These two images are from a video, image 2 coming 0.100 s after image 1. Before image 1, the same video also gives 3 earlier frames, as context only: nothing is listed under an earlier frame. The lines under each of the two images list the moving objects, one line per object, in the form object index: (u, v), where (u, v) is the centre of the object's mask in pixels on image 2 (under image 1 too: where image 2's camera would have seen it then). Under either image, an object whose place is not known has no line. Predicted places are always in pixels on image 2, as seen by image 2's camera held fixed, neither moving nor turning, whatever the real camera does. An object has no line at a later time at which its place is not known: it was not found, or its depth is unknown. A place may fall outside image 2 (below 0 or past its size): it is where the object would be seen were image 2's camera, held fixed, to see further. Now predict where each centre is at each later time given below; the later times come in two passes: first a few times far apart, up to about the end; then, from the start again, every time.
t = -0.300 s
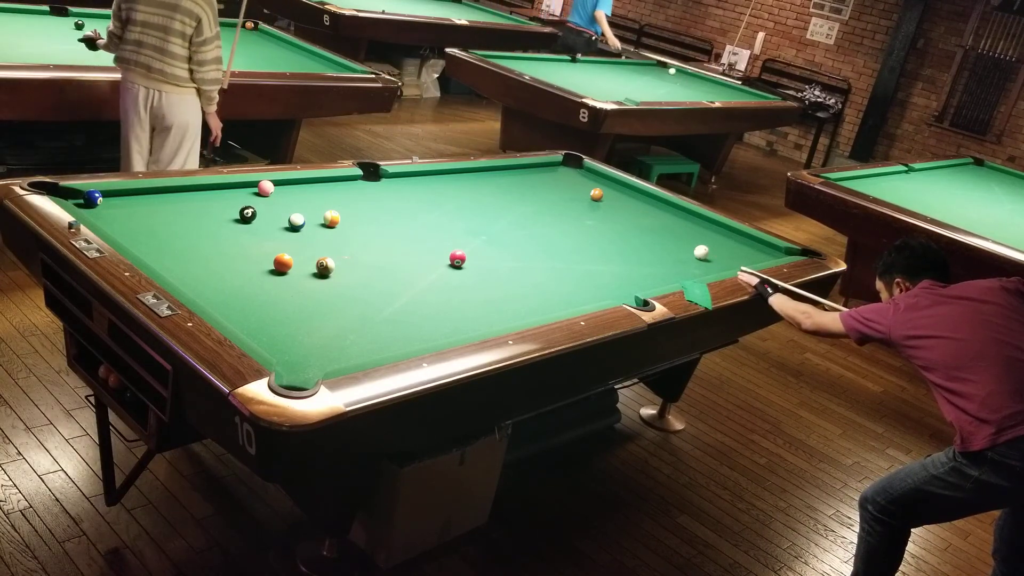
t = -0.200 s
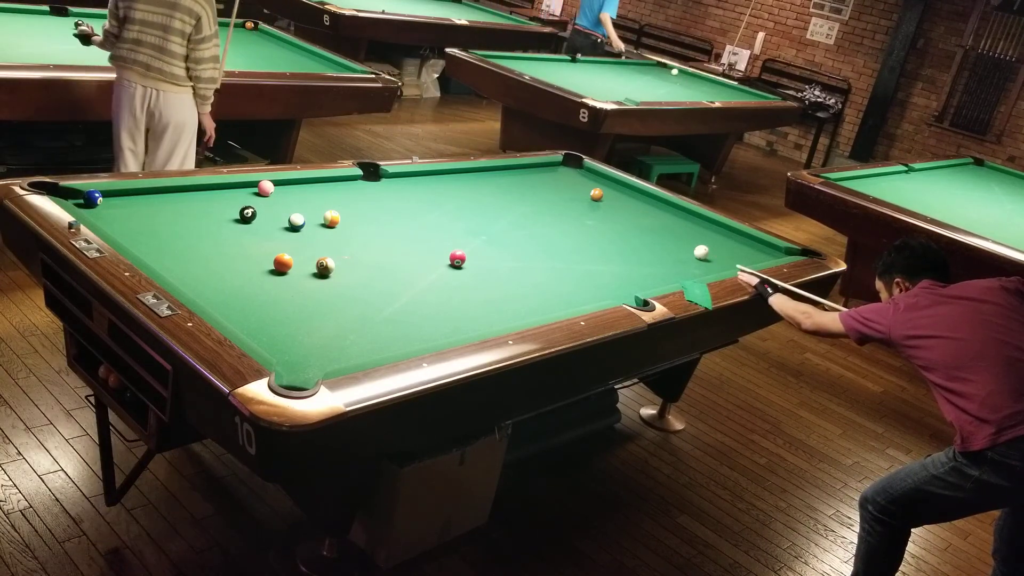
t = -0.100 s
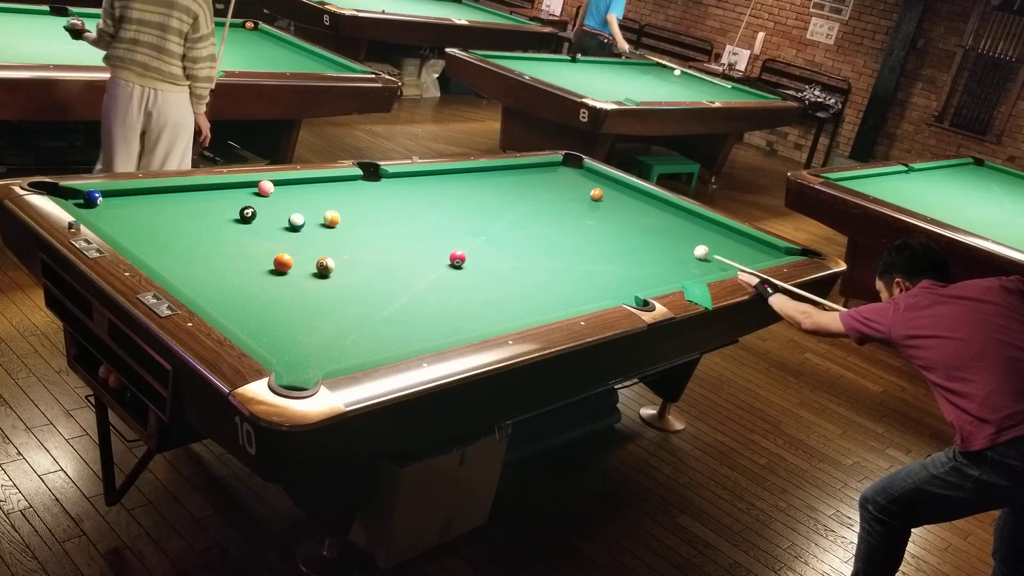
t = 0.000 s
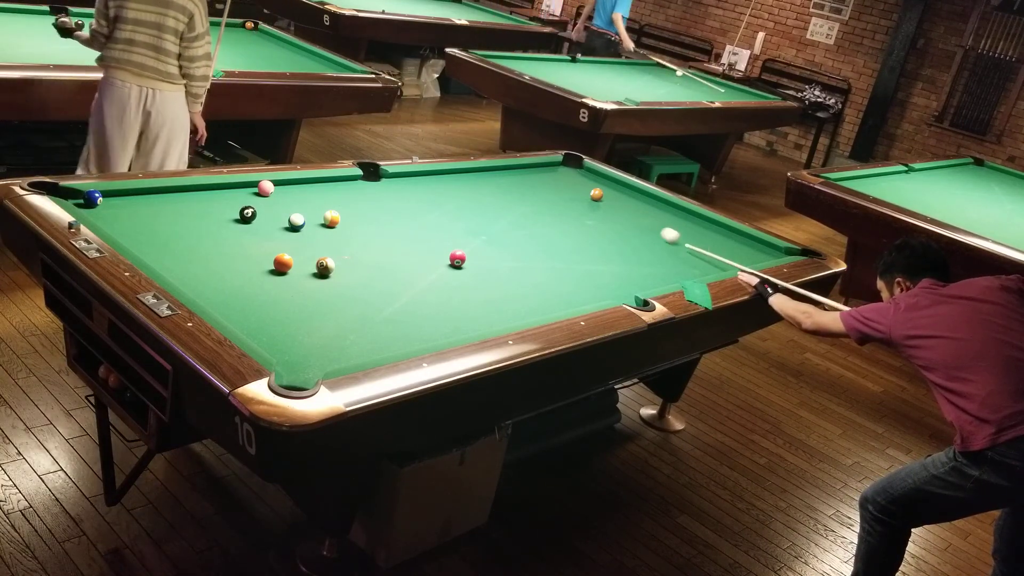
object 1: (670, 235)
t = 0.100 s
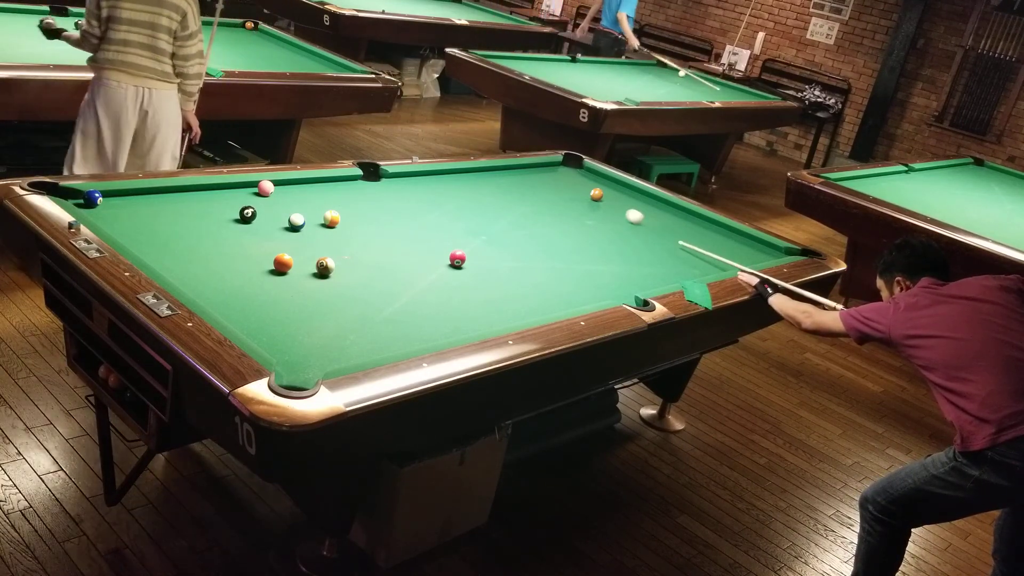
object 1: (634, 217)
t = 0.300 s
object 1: (580, 195)
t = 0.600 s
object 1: (513, 176)
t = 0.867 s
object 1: (489, 176)
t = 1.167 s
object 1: (492, 189)
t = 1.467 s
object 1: (496, 202)
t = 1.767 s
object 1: (499, 217)
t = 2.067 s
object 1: (503, 231)
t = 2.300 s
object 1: (506, 243)
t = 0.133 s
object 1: (623, 211)
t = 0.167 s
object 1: (612, 205)
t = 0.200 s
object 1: (603, 200)
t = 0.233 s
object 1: (594, 197)
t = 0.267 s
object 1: (587, 196)
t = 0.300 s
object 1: (580, 195)
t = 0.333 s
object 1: (572, 193)
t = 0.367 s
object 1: (565, 191)
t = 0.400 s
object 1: (557, 189)
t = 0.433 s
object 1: (550, 187)
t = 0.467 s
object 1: (542, 184)
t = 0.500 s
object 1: (535, 182)
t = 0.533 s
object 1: (528, 180)
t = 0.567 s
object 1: (520, 178)
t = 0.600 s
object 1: (513, 176)
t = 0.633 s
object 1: (506, 174)
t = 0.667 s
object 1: (498, 172)
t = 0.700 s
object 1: (491, 170)
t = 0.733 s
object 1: (488, 170)
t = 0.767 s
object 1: (488, 172)
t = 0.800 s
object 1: (489, 173)
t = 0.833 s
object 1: (489, 174)
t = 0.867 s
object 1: (489, 176)
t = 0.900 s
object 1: (490, 177)
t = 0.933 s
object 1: (490, 178)
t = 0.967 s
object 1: (490, 180)
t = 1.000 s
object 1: (491, 181)
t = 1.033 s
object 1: (491, 183)
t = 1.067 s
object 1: (491, 184)
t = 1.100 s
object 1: (492, 186)
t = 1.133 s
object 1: (492, 187)
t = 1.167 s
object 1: (492, 189)
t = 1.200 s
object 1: (493, 190)
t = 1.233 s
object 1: (493, 192)
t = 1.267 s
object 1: (494, 193)
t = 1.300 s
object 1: (494, 195)
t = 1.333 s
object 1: (494, 196)
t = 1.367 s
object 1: (495, 198)
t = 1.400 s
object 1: (495, 199)
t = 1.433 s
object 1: (496, 201)
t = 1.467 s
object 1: (496, 202)
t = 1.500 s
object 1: (496, 204)
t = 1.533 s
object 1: (497, 205)
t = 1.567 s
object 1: (497, 207)
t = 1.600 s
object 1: (497, 209)
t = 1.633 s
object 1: (498, 210)
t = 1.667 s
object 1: (498, 212)
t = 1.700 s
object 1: (498, 213)
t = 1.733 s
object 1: (499, 215)
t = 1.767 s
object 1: (499, 217)
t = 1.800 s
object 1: (499, 218)
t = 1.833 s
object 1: (500, 220)
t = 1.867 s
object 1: (500, 221)
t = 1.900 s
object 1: (501, 223)
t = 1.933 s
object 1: (501, 225)
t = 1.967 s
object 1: (502, 226)
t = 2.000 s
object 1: (502, 228)
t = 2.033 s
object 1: (503, 230)
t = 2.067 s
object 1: (503, 231)
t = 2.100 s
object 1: (503, 233)
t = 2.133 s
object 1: (504, 235)
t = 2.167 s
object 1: (504, 236)
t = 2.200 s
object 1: (504, 238)
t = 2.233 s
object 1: (505, 240)
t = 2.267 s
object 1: (505, 242)
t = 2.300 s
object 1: (506, 243)
